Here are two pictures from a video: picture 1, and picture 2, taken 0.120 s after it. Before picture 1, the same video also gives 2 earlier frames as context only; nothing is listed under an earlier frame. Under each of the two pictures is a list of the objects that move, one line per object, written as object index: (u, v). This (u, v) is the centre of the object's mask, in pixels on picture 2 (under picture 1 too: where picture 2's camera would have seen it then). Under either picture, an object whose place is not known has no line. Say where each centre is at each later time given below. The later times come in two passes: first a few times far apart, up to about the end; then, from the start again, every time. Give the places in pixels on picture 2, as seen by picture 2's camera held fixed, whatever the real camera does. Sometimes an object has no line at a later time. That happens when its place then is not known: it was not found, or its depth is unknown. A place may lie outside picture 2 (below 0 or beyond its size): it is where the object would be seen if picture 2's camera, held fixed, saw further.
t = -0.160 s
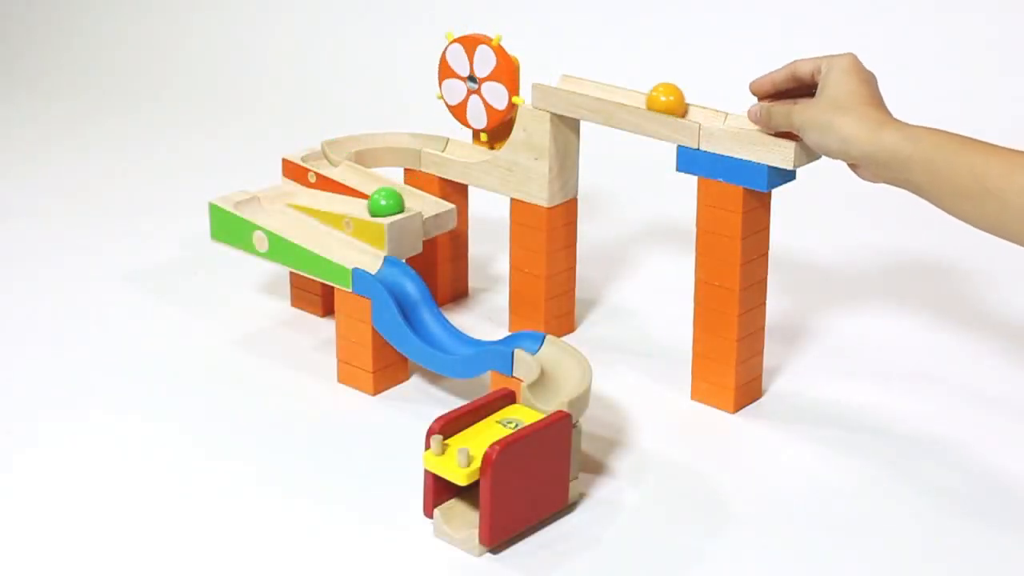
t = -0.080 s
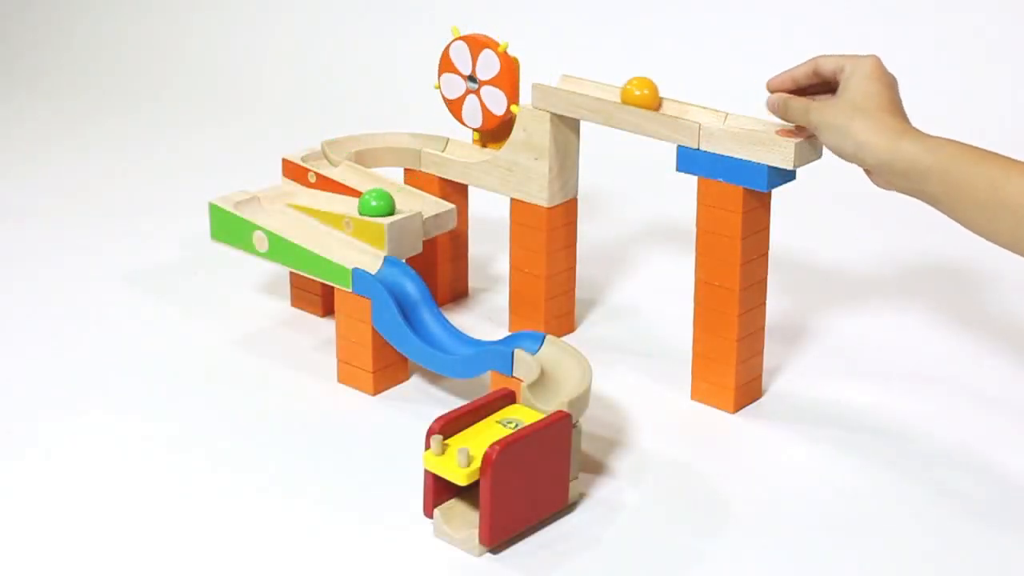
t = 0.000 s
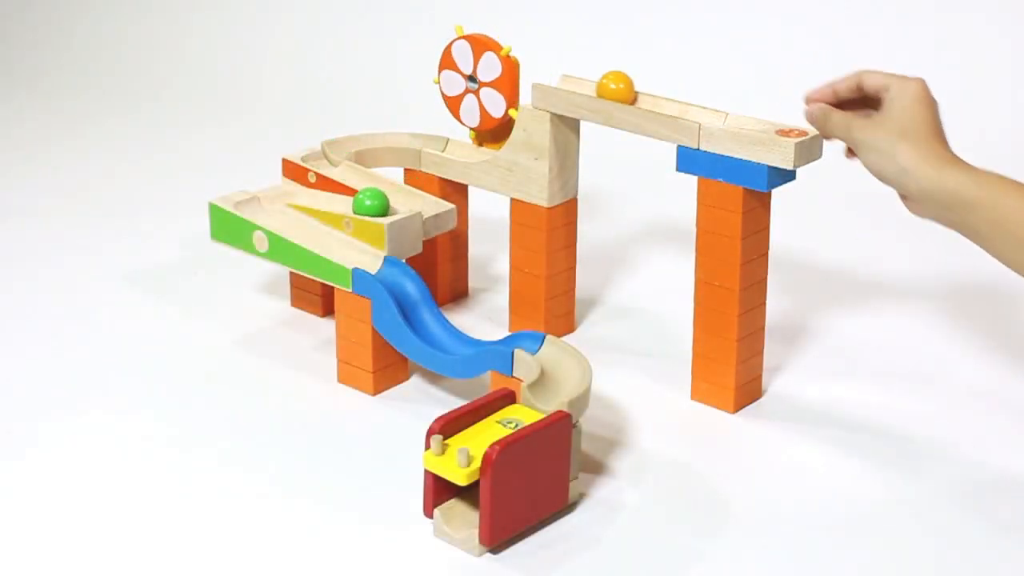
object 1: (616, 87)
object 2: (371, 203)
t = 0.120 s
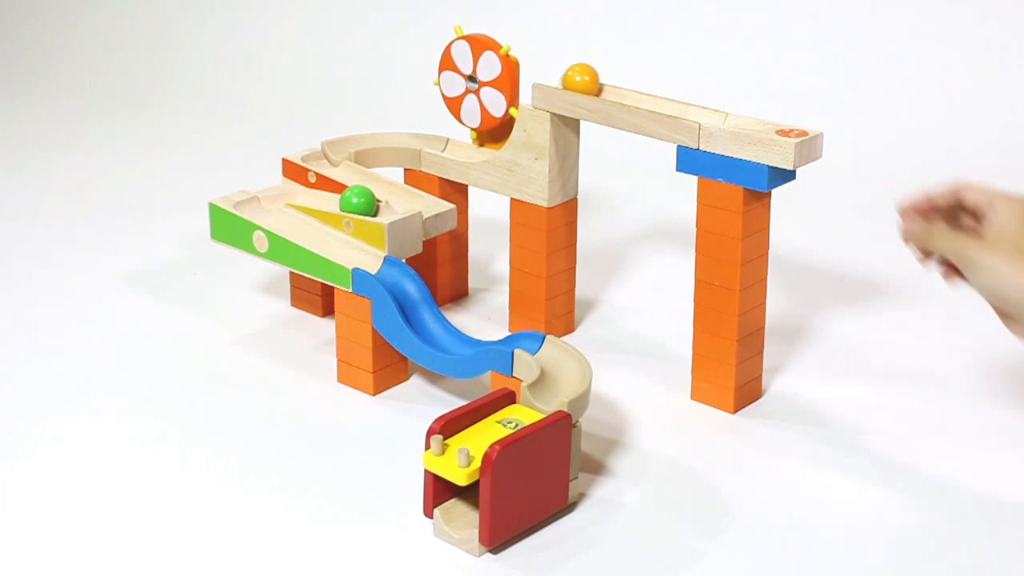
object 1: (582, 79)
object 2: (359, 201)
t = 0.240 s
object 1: (550, 72)
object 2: (339, 197)
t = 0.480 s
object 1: (489, 145)
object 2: (288, 189)
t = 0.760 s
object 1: (345, 138)
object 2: (255, 203)
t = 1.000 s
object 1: (341, 164)
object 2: (272, 211)
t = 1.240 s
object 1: (389, 184)
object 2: (317, 231)
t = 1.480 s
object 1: (392, 201)
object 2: (392, 267)
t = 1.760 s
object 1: (366, 202)
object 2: (547, 343)
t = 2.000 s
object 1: (334, 196)
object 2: (523, 399)
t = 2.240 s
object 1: (282, 190)
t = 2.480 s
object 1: (255, 203)
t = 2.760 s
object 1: (275, 212)
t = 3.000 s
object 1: (319, 232)
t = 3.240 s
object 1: (394, 269)
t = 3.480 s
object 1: (529, 335)
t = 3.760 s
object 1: (542, 388)
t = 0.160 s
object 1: (571, 77)
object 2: (353, 200)
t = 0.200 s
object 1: (561, 75)
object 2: (347, 199)
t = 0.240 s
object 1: (550, 72)
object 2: (339, 197)
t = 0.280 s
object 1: (539, 73)
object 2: (332, 196)
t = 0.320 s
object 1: (526, 84)
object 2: (324, 194)
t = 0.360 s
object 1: (521, 96)
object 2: (316, 193)
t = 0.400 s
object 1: (511, 120)
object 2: (307, 191)
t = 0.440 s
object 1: (502, 133)
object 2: (296, 190)
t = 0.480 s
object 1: (489, 145)
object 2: (288, 189)
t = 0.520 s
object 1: (471, 147)
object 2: (277, 192)
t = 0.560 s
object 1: (450, 141)
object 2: (270, 195)
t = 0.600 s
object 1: (430, 136)
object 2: (267, 197)
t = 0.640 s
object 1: (412, 133)
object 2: (262, 199)
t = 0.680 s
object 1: (389, 131)
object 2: (258, 201)
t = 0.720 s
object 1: (366, 133)
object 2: (254, 202)
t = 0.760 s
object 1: (345, 138)
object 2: (255, 203)
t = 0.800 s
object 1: (330, 147)
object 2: (259, 203)
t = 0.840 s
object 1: (319, 151)
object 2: (260, 205)
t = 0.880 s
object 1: (324, 149)
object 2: (261, 206)
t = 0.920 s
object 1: (331, 158)
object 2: (264, 207)
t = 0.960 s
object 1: (336, 162)
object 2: (268, 209)
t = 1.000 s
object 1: (341, 164)
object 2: (272, 211)
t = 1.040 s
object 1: (347, 166)
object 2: (278, 213)
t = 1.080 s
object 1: (353, 169)
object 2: (284, 216)
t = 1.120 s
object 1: (361, 172)
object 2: (291, 219)
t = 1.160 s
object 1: (370, 175)
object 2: (299, 223)
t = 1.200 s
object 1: (379, 179)
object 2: (307, 227)
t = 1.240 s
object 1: (389, 184)
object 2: (317, 231)
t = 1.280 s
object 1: (400, 189)
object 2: (327, 236)
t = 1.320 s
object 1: (409, 192)
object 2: (339, 241)
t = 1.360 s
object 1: (407, 193)
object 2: (351, 247)
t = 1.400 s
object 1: (403, 197)
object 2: (364, 253)
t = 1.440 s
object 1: (397, 199)
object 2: (377, 259)
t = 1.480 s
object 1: (392, 201)
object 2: (392, 267)
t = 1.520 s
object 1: (386, 202)
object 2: (408, 283)
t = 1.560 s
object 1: (379, 204)
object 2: (426, 316)
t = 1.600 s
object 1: (378, 203)
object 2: (455, 338)
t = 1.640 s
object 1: (375, 203)
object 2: (484, 335)
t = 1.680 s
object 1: (371, 203)
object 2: (508, 331)
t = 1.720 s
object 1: (369, 203)
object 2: (530, 335)
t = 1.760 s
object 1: (366, 202)
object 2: (547, 343)
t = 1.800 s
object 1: (363, 202)
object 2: (560, 353)
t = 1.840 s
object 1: (358, 201)
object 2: (565, 364)
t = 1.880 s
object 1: (353, 200)
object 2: (561, 374)
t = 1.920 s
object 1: (348, 199)
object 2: (552, 382)
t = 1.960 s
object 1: (342, 198)
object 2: (539, 391)
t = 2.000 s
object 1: (334, 196)
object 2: (523, 399)
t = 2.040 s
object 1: (326, 195)
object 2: (509, 407)
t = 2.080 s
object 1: (318, 193)
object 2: (493, 417)
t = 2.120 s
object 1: (309, 191)
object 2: (476, 427)
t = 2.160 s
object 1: (299, 190)
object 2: (468, 431)
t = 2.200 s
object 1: (291, 188)
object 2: (460, 439)
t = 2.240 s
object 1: (282, 190)
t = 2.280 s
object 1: (275, 193)
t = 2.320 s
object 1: (270, 195)
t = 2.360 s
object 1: (266, 198)
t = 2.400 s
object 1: (262, 200)
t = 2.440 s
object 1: (258, 201)
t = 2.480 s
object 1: (255, 203)
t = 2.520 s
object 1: (257, 203)
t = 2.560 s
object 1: (260, 204)
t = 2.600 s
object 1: (261, 205)
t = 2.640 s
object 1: (263, 206)
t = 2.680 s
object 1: (266, 208)
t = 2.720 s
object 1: (270, 210)
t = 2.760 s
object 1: (275, 212)
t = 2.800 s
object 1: (280, 214)
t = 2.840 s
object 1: (287, 217)
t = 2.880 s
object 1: (294, 220)
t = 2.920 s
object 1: (301, 224)
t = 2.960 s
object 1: (309, 228)
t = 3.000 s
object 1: (319, 232)
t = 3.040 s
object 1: (330, 237)
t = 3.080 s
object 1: (341, 241)
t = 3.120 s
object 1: (354, 248)
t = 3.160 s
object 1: (366, 254)
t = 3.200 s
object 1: (379, 259)
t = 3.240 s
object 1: (394, 269)
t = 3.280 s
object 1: (411, 287)
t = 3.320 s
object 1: (430, 321)
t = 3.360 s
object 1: (460, 339)
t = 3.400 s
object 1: (487, 334)
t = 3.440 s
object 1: (510, 331)
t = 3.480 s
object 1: (529, 335)
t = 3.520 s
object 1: (543, 341)
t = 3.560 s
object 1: (554, 349)
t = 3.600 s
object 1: (562, 357)
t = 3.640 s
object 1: (564, 366)
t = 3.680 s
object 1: (561, 374)
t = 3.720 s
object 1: (553, 381)
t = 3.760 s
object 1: (542, 388)
